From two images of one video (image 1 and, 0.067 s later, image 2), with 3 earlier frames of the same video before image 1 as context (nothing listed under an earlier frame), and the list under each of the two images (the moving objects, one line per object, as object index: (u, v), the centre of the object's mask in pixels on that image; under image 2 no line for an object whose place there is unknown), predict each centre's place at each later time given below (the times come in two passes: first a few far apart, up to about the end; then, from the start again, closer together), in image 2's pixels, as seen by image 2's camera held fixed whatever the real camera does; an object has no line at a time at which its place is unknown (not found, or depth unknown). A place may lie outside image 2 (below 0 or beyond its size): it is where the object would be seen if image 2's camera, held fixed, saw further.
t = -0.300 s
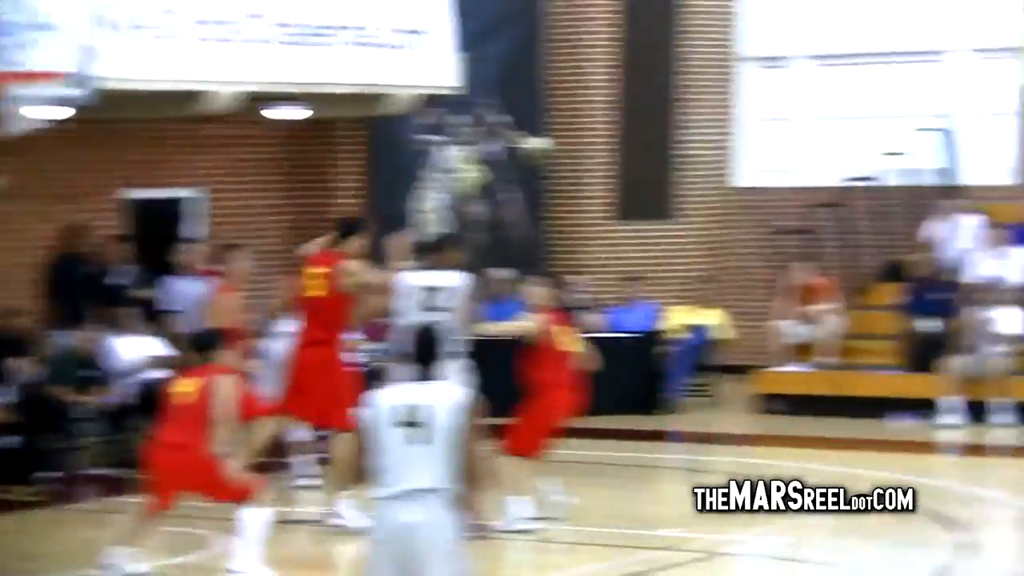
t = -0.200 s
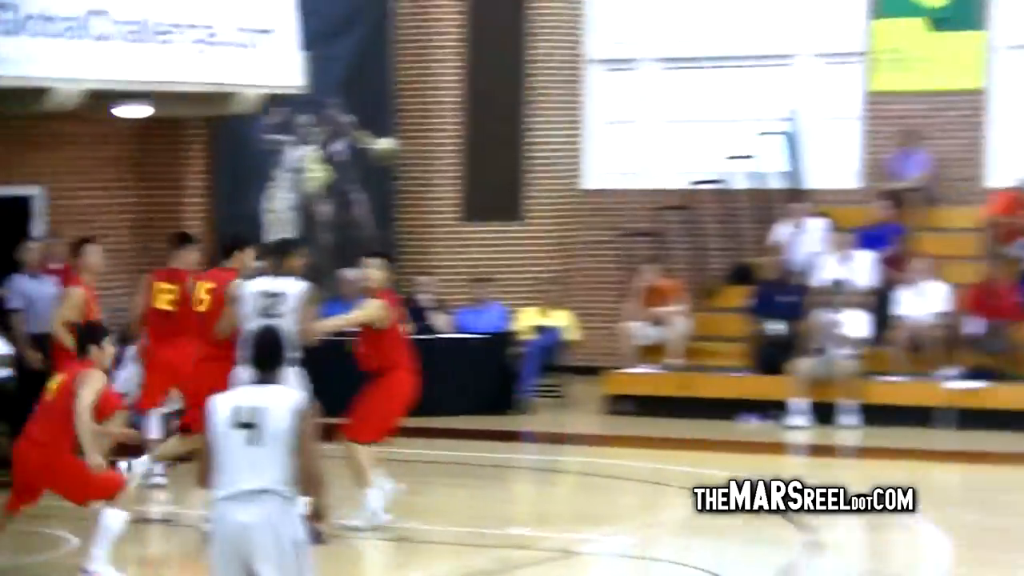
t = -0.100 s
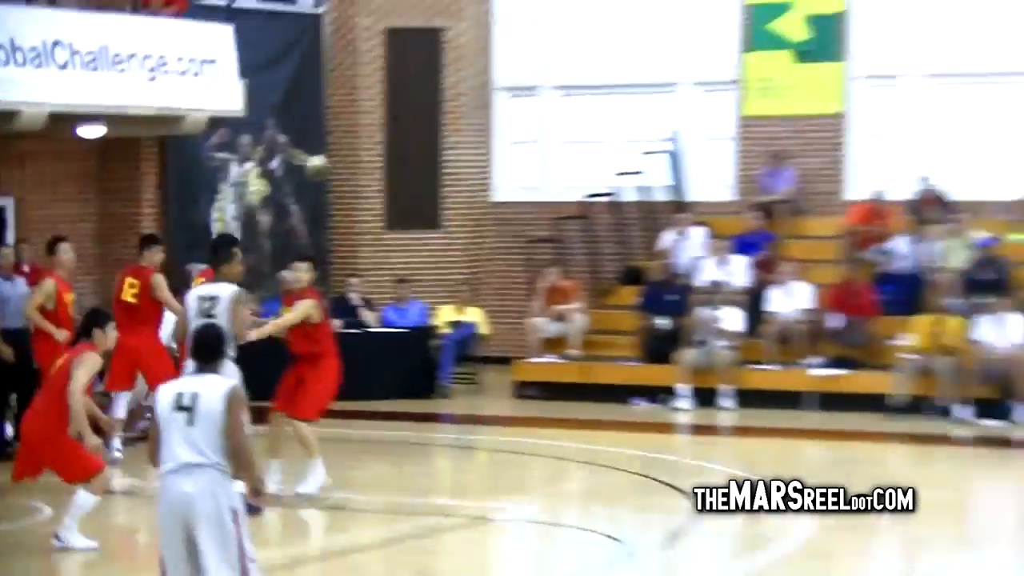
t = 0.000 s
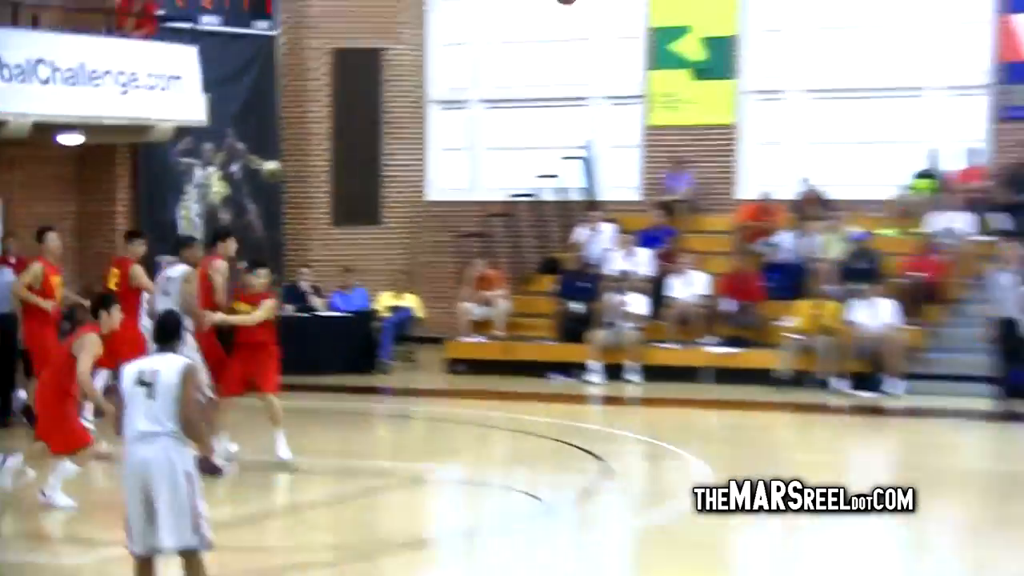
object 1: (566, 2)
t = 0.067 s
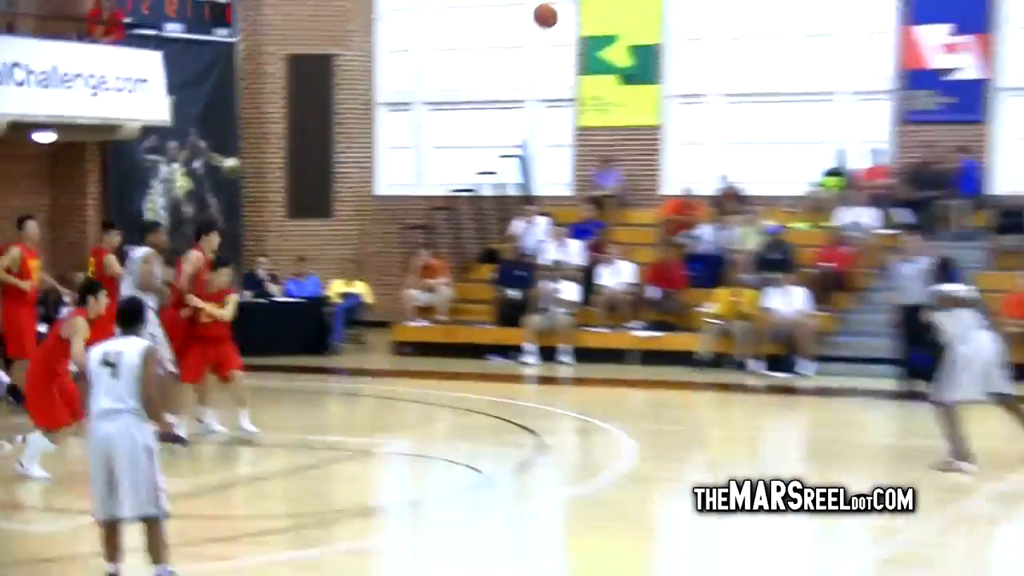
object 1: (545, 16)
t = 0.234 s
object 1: (656, 69)
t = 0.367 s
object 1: (749, 130)
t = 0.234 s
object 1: (656, 69)
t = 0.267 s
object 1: (679, 82)
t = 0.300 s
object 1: (702, 97)
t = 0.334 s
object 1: (725, 112)
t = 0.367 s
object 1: (749, 130)
